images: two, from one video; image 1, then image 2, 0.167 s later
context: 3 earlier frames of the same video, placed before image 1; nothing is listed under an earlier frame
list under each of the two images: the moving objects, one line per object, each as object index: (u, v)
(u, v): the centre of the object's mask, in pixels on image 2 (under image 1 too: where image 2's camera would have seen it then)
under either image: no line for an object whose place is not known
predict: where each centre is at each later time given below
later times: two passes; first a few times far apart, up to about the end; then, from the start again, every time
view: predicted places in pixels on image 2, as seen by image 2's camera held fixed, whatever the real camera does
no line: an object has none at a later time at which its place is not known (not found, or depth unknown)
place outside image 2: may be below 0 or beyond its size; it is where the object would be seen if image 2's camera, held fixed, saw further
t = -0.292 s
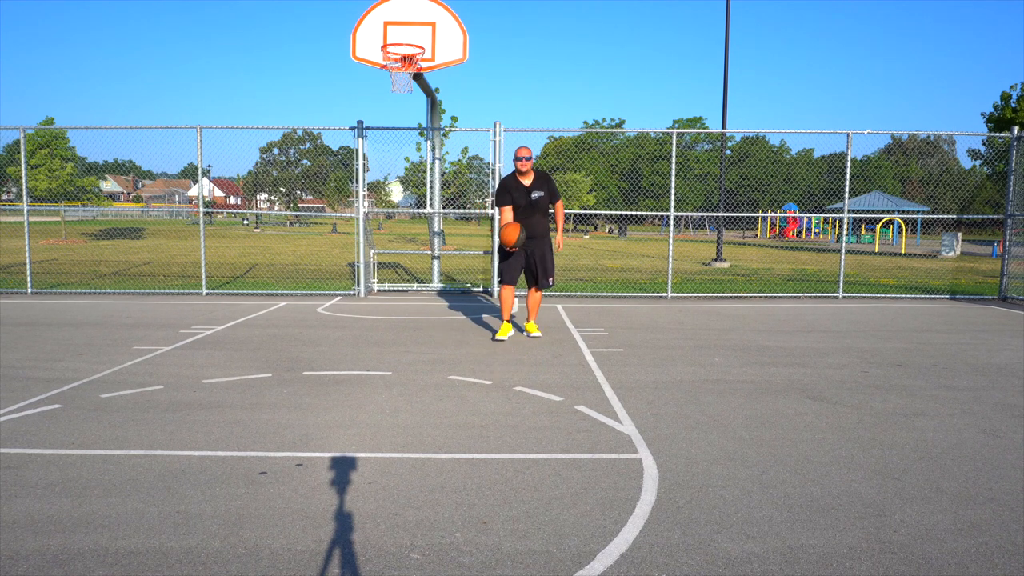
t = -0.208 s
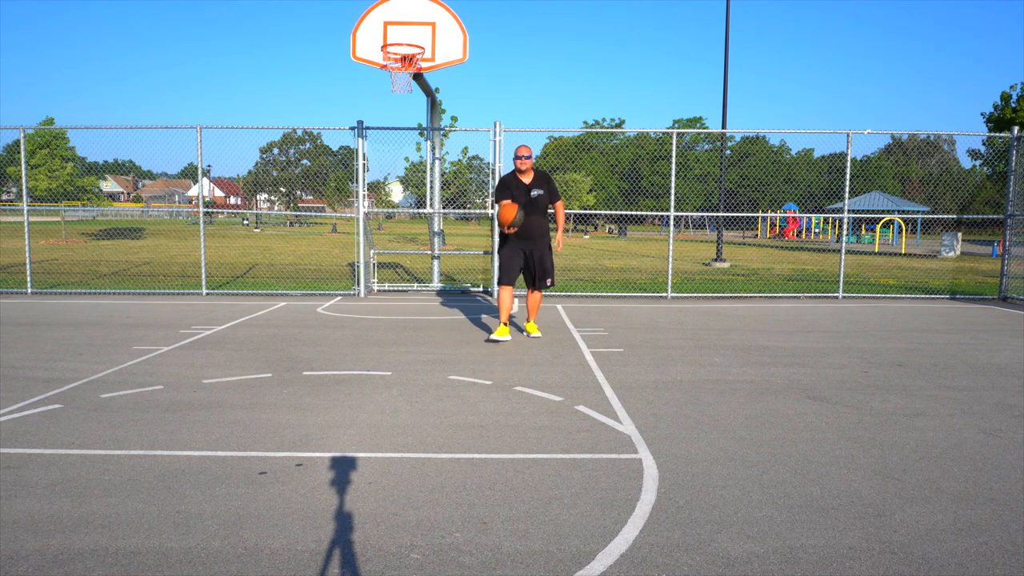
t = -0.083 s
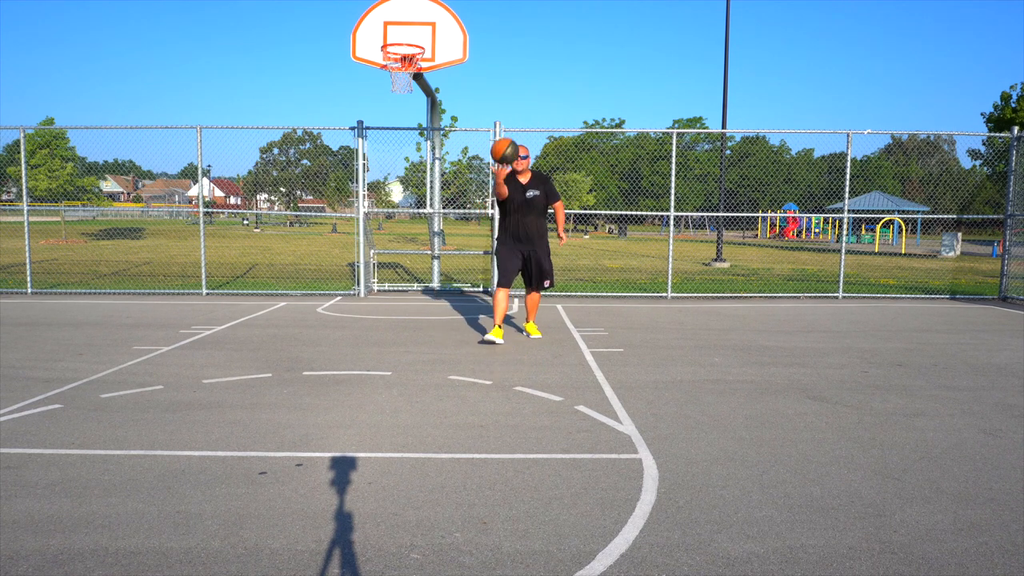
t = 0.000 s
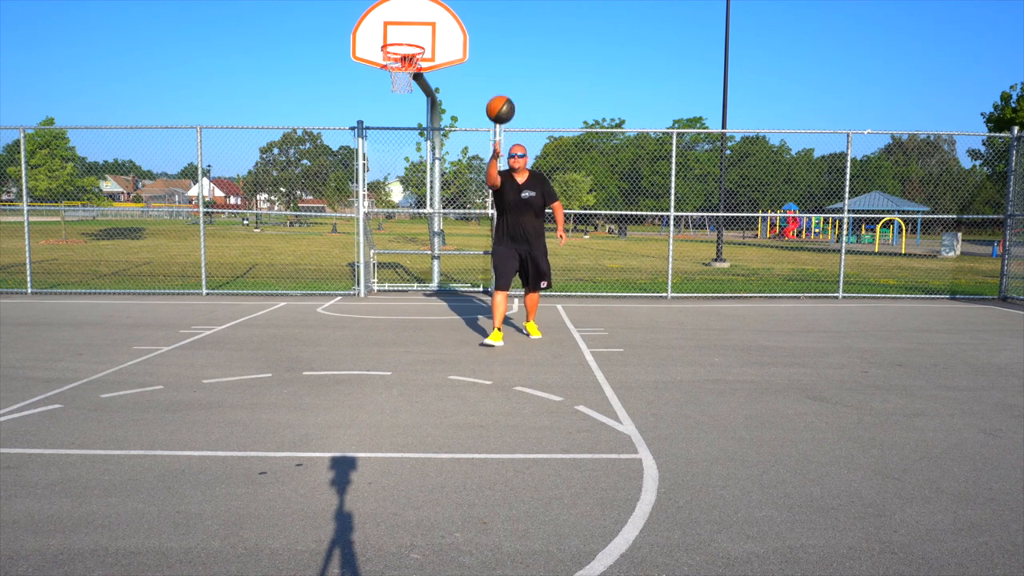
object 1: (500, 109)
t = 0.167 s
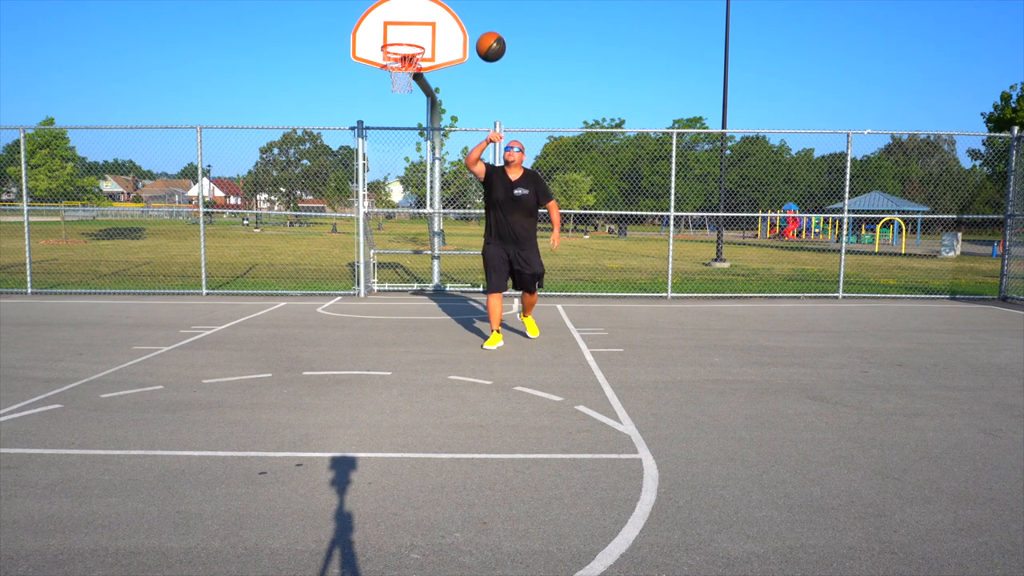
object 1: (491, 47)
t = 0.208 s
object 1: (488, 35)
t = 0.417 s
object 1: (474, 13)
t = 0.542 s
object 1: (465, 24)
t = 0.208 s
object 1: (488, 35)
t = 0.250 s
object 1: (485, 27)
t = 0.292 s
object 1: (483, 20)
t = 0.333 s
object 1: (480, 15)
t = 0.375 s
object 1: (477, 13)
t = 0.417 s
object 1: (474, 13)
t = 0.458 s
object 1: (471, 14)
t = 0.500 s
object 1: (468, 18)
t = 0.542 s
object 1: (465, 24)
